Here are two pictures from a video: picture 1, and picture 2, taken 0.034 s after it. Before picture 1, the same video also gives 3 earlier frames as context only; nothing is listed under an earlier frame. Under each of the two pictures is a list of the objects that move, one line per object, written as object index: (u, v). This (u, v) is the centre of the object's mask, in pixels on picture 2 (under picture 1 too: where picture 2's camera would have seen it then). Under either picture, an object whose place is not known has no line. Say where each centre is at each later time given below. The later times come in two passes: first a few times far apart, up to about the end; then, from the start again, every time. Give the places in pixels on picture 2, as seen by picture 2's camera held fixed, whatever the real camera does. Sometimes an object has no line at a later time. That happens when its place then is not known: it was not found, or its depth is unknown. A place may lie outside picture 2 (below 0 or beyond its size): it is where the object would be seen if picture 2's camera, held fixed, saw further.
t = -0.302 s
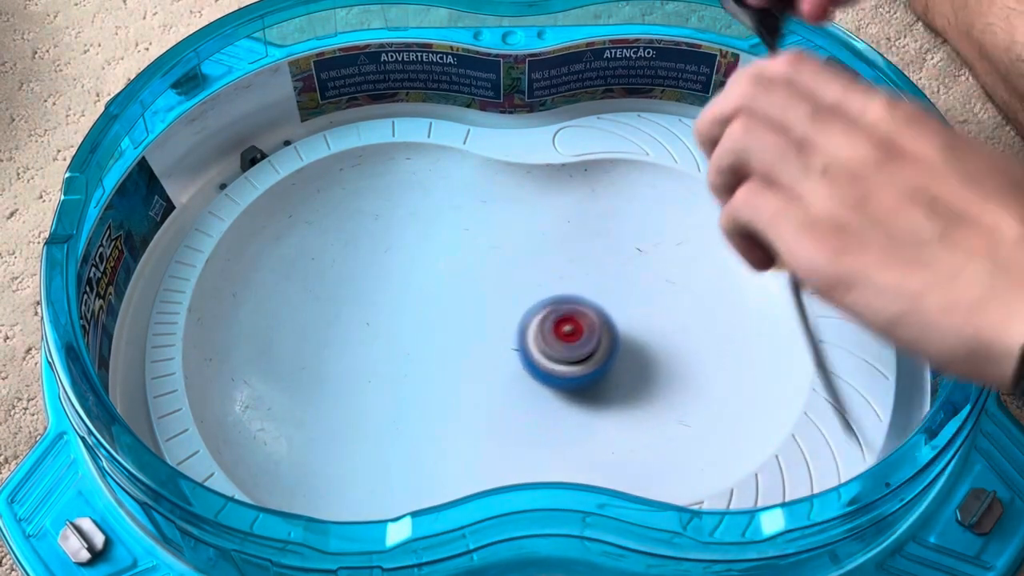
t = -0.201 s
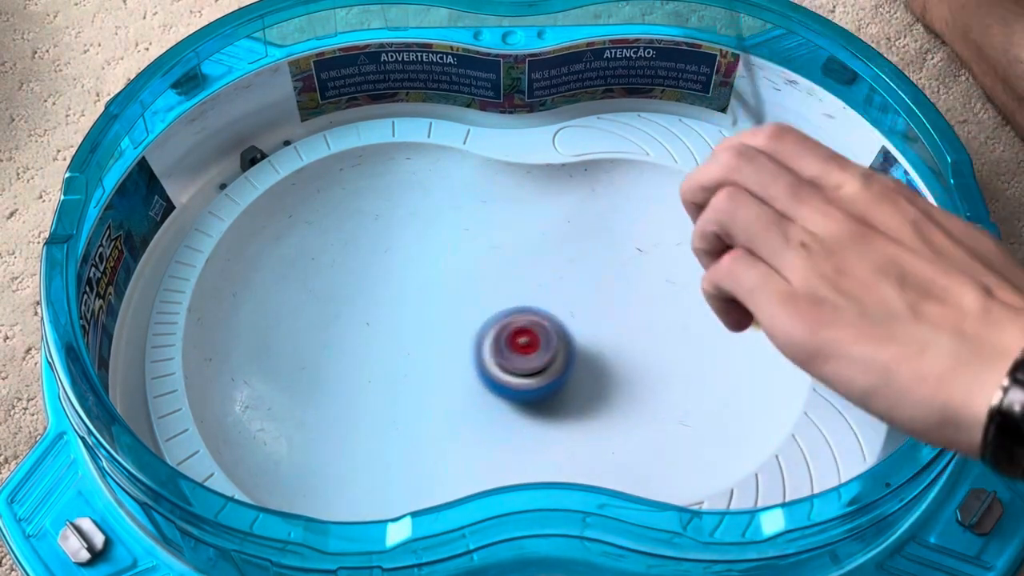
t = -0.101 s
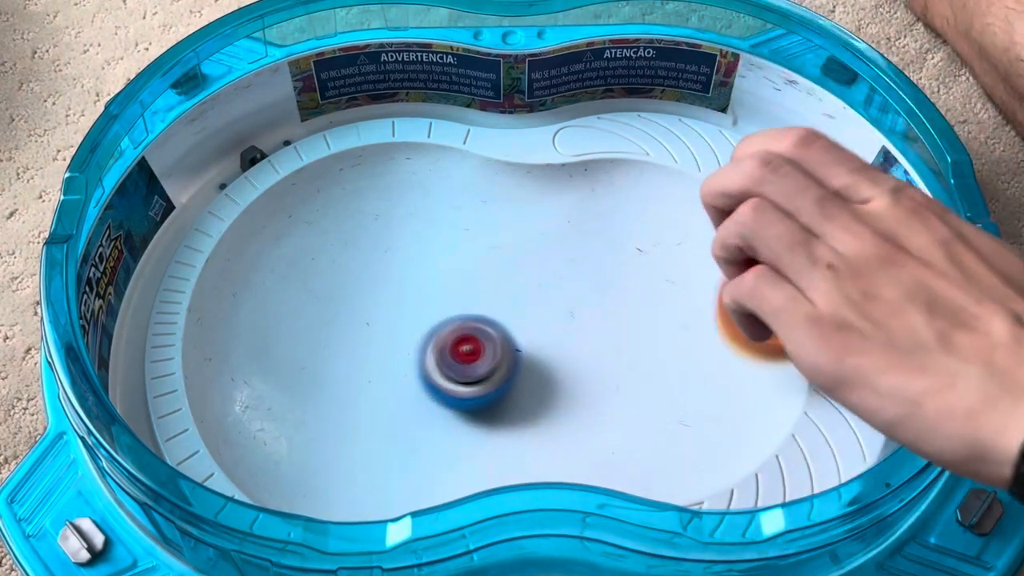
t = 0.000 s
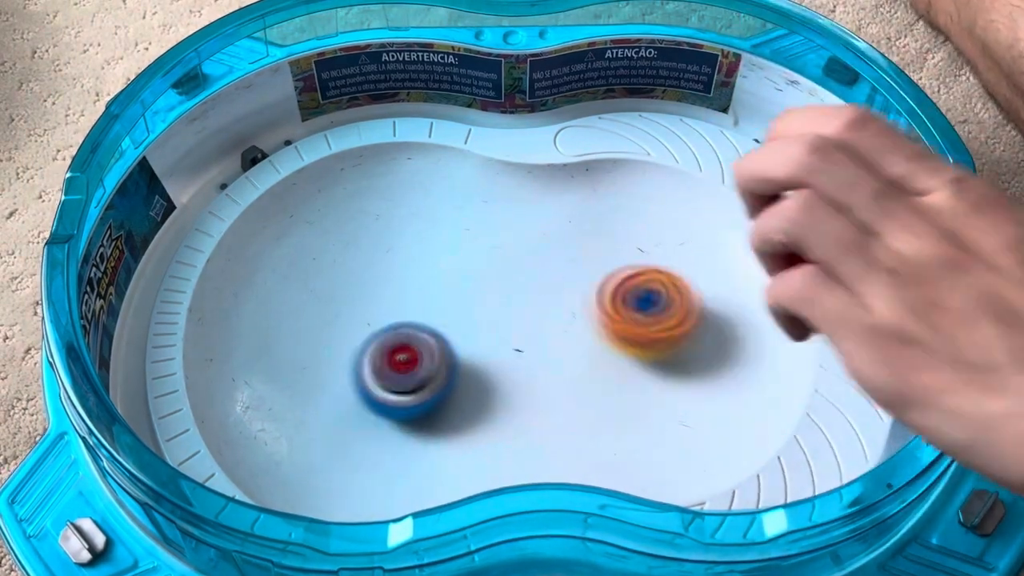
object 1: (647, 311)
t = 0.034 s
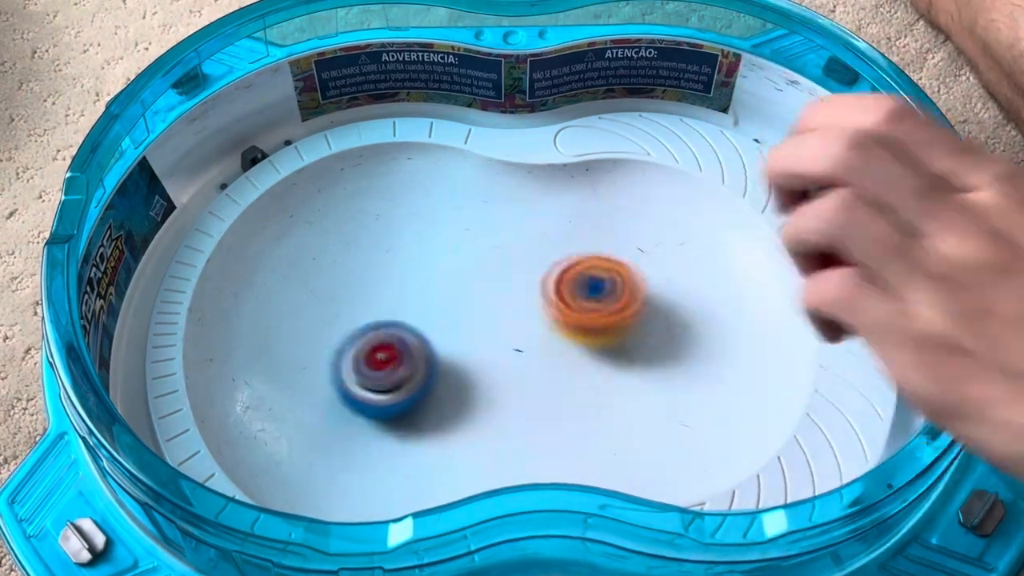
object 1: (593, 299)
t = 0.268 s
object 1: (350, 233)
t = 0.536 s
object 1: (424, 214)
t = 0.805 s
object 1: (468, 266)
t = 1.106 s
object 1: (550, 318)
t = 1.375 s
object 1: (493, 350)
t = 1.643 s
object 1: (437, 340)
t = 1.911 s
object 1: (326, 350)
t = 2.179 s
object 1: (406, 382)
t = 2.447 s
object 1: (325, 240)
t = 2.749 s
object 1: (370, 134)
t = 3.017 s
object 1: (483, 281)
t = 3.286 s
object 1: (681, 429)
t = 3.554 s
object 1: (689, 279)
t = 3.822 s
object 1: (481, 231)
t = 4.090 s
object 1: (386, 205)
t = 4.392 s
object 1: (400, 256)
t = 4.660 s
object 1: (398, 352)
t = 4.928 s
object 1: (388, 417)
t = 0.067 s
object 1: (545, 292)
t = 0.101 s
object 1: (491, 291)
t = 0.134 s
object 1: (436, 291)
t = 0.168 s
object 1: (421, 272)
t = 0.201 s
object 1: (403, 254)
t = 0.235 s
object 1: (379, 242)
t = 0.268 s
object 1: (350, 233)
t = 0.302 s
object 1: (320, 232)
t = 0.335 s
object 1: (301, 228)
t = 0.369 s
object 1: (317, 202)
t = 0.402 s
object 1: (338, 188)
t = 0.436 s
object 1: (365, 188)
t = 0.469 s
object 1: (388, 192)
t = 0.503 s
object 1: (408, 203)
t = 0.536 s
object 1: (424, 214)
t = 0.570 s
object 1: (436, 227)
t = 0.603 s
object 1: (444, 238)
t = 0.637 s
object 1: (450, 248)
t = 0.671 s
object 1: (454, 256)
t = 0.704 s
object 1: (457, 261)
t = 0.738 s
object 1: (460, 264)
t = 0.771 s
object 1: (464, 266)
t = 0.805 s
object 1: (468, 266)
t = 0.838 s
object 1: (472, 266)
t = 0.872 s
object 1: (477, 267)
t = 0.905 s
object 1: (482, 270)
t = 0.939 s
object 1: (488, 275)
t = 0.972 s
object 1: (496, 282)
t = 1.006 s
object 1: (506, 290)
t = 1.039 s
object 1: (518, 299)
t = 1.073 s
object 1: (533, 309)
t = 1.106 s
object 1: (550, 318)
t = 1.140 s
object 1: (570, 328)
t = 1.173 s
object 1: (592, 338)
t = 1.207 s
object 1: (569, 339)
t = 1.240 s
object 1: (543, 342)
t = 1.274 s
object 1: (523, 344)
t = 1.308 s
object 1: (509, 346)
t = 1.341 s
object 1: (499, 348)
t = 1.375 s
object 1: (493, 350)
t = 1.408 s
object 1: (487, 352)
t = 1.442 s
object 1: (483, 353)
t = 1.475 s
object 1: (478, 353)
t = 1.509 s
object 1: (472, 353)
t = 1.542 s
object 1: (466, 351)
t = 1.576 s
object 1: (458, 347)
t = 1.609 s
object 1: (448, 344)
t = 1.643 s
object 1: (437, 340)
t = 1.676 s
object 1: (424, 335)
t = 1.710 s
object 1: (409, 330)
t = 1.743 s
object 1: (394, 326)
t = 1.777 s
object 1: (379, 324)
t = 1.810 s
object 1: (363, 326)
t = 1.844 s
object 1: (349, 331)
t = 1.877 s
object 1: (336, 339)
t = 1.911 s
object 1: (326, 350)
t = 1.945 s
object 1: (323, 363)
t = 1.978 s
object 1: (324, 375)
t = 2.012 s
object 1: (329, 387)
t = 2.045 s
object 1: (341, 395)
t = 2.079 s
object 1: (356, 400)
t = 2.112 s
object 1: (373, 400)
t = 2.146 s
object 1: (390, 394)
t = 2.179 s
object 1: (406, 382)
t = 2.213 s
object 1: (419, 366)
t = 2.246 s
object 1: (424, 344)
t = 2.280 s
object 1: (412, 316)
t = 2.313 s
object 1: (398, 292)
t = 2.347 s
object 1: (383, 272)
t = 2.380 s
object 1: (365, 257)
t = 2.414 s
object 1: (344, 246)
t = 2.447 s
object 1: (325, 240)
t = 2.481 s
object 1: (308, 241)
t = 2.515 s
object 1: (291, 249)
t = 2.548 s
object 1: (277, 263)
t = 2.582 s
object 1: (272, 282)
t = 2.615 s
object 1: (277, 299)
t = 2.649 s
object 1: (299, 248)
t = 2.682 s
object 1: (320, 201)
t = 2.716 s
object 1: (345, 165)
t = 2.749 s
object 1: (370, 134)
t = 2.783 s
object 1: (398, 112)
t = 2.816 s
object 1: (424, 100)
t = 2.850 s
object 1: (438, 106)
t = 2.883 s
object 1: (450, 134)
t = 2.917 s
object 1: (464, 173)
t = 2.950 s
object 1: (472, 213)
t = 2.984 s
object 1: (479, 250)
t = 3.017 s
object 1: (483, 281)
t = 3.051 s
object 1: (491, 311)
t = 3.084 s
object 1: (515, 356)
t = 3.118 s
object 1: (534, 372)
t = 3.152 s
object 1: (557, 387)
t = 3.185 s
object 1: (583, 399)
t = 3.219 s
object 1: (614, 411)
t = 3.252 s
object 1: (646, 422)
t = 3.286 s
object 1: (681, 429)
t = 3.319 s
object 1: (712, 426)
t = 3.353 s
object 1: (738, 410)
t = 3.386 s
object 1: (749, 391)
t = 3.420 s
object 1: (752, 365)
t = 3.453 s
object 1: (746, 338)
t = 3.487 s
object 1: (730, 316)
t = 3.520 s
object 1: (712, 297)
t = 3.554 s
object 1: (689, 279)
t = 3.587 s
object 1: (665, 266)
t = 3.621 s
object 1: (642, 256)
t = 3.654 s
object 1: (616, 247)
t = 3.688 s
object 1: (591, 241)
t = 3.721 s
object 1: (566, 237)
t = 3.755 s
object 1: (537, 233)
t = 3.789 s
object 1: (509, 232)
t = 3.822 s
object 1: (481, 231)
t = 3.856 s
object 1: (454, 232)
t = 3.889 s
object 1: (427, 232)
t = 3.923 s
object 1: (400, 233)
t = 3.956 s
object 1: (374, 236)
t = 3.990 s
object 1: (349, 242)
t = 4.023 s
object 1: (361, 226)
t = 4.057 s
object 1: (373, 212)
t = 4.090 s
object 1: (386, 205)
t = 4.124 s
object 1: (396, 205)
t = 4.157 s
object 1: (401, 209)
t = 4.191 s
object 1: (404, 214)
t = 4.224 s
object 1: (406, 222)
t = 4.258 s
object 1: (403, 228)
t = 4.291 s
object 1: (402, 235)
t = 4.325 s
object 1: (401, 240)
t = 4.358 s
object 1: (401, 247)
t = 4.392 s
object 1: (400, 256)
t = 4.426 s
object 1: (401, 267)
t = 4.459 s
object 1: (400, 278)
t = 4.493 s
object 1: (401, 289)
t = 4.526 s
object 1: (400, 302)
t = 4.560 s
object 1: (400, 314)
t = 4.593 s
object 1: (399, 327)
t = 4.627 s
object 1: (399, 340)
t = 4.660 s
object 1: (398, 352)
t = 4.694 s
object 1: (397, 364)
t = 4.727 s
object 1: (395, 375)
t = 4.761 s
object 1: (394, 385)
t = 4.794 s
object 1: (392, 395)
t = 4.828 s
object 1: (391, 404)
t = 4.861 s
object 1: (389, 410)
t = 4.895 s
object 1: (390, 415)
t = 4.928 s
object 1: (388, 417)
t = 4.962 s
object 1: (389, 418)
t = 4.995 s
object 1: (389, 418)
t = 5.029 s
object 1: (389, 415)
